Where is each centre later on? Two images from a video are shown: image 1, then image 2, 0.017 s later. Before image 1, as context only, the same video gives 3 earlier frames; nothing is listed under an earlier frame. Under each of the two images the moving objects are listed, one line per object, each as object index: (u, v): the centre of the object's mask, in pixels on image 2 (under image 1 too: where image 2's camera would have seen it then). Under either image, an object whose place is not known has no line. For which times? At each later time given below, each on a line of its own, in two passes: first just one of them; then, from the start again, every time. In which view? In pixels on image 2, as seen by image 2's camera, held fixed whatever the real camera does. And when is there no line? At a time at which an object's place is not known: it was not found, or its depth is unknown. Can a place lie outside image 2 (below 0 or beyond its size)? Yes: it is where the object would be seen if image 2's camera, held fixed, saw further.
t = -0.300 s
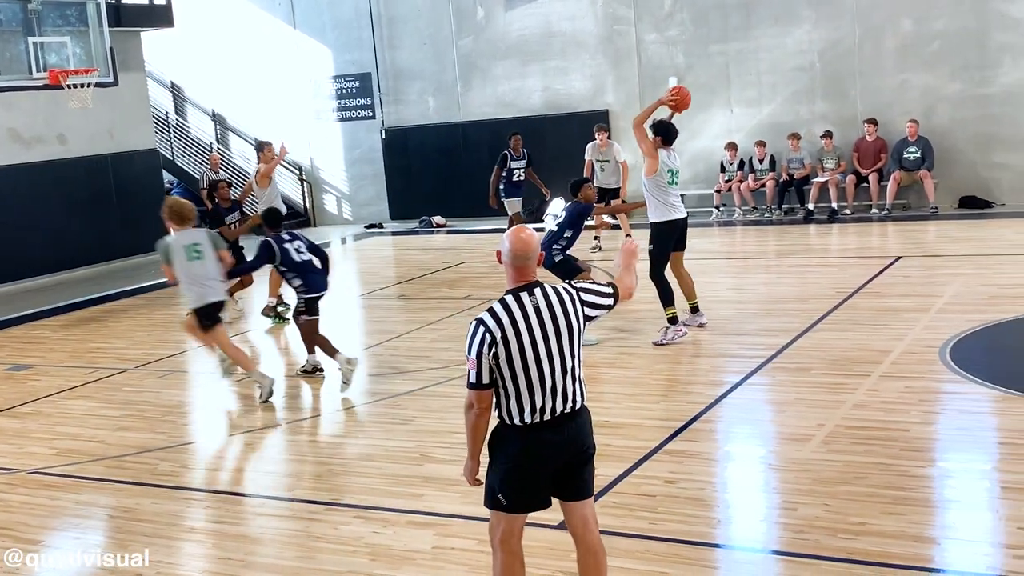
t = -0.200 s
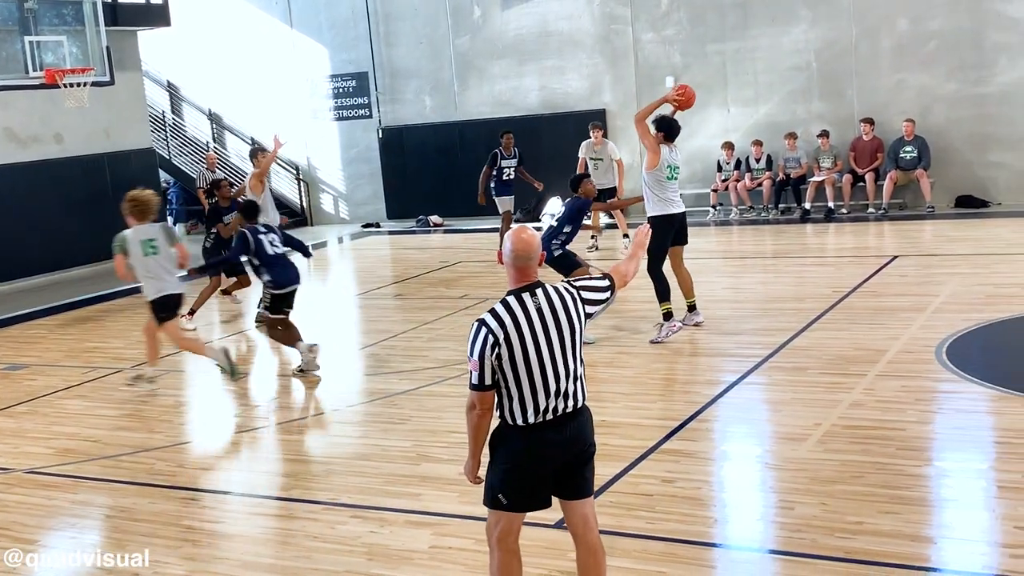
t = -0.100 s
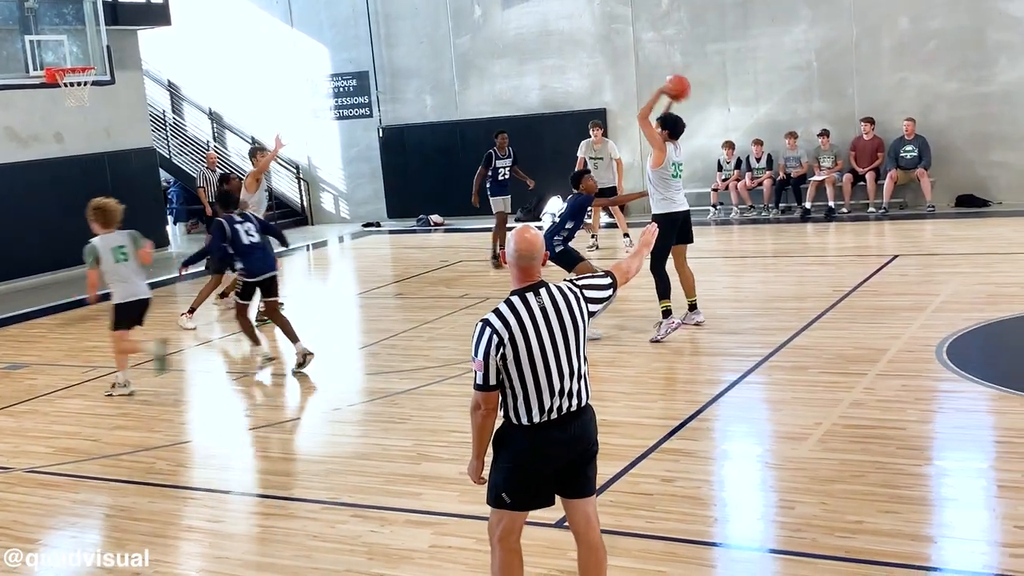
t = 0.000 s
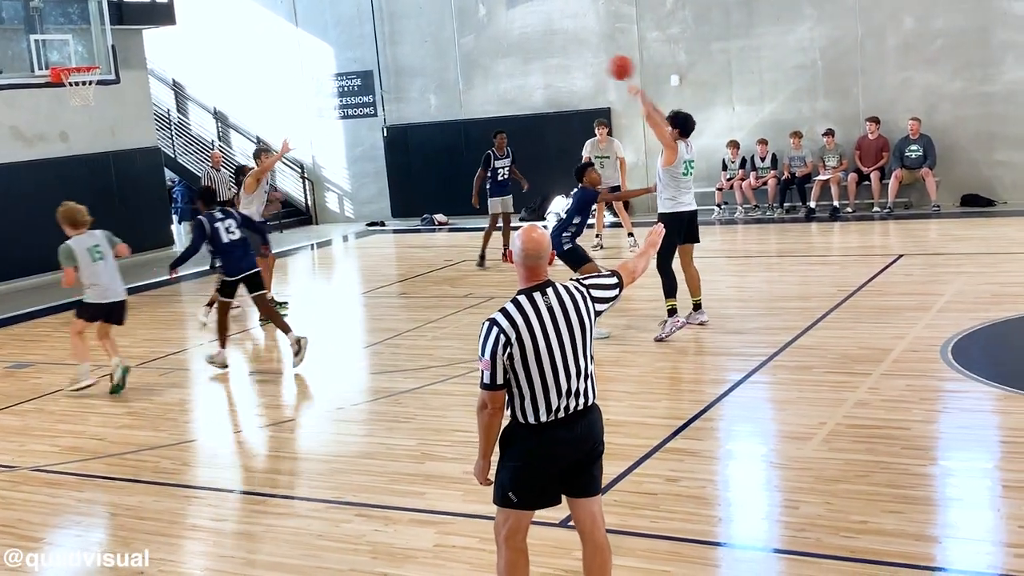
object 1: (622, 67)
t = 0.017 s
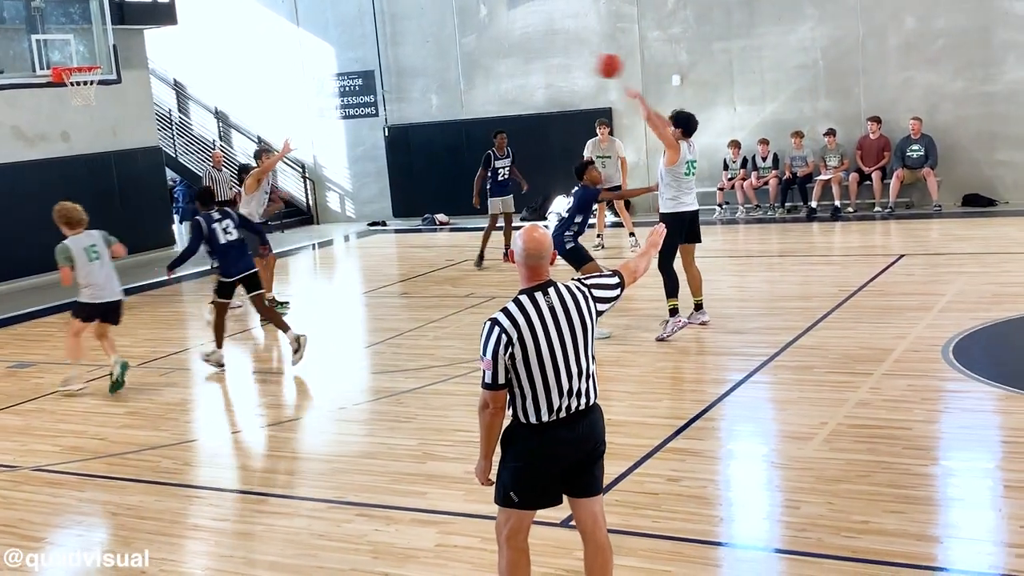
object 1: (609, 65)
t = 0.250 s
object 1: (449, 77)
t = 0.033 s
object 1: (596, 64)
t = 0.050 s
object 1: (584, 63)
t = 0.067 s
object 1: (571, 63)
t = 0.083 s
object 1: (559, 63)
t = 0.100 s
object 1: (548, 63)
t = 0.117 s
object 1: (536, 64)
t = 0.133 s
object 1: (525, 64)
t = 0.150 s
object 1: (513, 64)
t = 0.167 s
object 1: (502, 66)
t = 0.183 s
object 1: (491, 68)
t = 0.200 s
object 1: (480, 69)
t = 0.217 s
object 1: (469, 71)
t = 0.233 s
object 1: (459, 74)
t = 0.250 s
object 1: (449, 77)
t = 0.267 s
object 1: (439, 79)
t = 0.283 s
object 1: (429, 82)
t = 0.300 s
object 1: (420, 84)
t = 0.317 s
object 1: (411, 88)
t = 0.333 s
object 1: (402, 92)
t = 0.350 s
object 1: (393, 97)
